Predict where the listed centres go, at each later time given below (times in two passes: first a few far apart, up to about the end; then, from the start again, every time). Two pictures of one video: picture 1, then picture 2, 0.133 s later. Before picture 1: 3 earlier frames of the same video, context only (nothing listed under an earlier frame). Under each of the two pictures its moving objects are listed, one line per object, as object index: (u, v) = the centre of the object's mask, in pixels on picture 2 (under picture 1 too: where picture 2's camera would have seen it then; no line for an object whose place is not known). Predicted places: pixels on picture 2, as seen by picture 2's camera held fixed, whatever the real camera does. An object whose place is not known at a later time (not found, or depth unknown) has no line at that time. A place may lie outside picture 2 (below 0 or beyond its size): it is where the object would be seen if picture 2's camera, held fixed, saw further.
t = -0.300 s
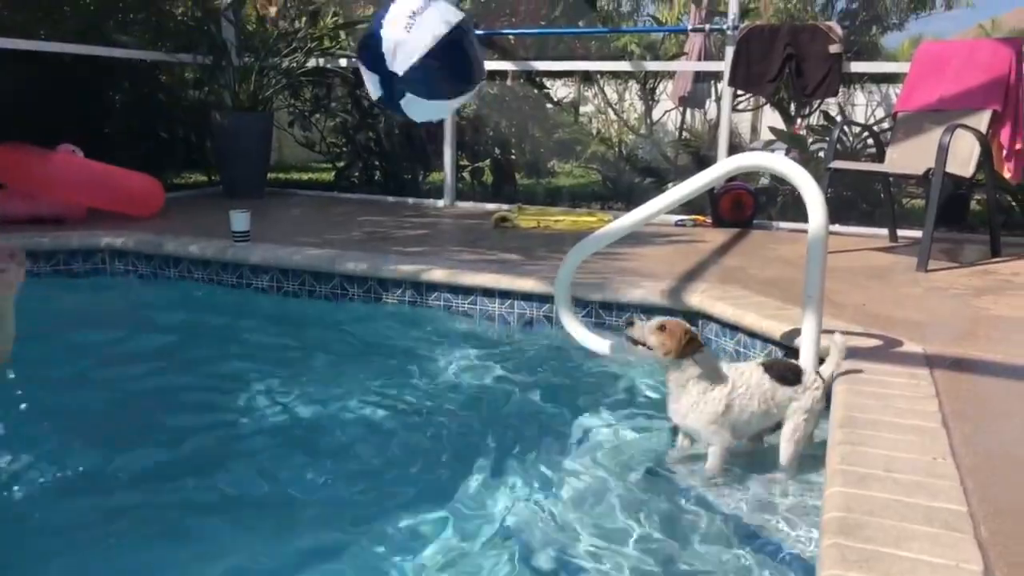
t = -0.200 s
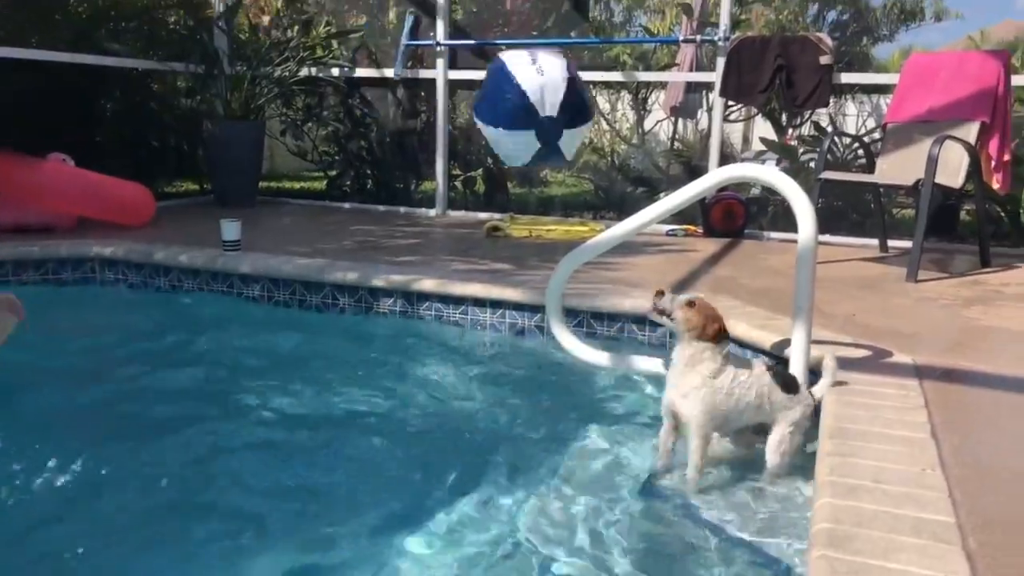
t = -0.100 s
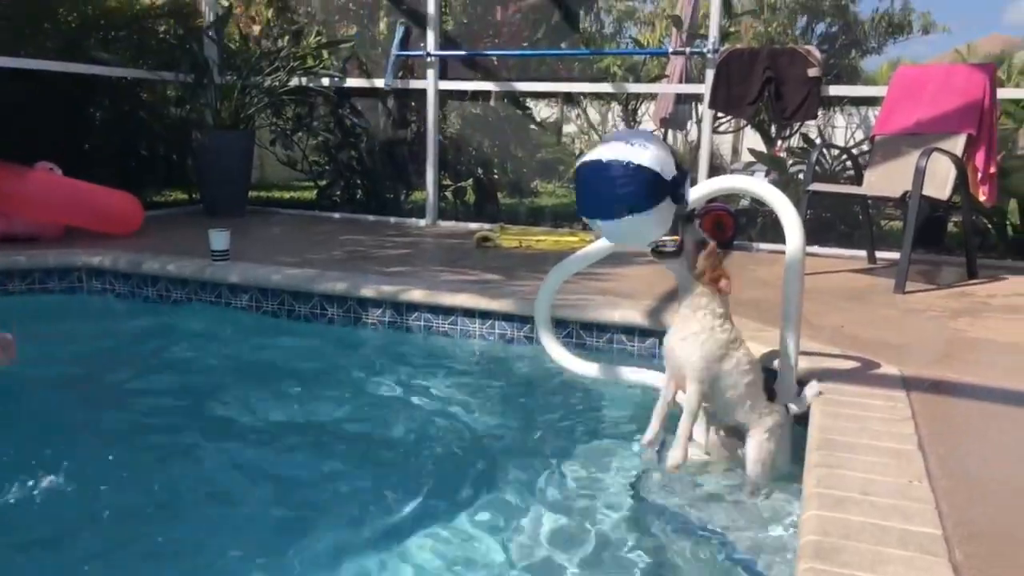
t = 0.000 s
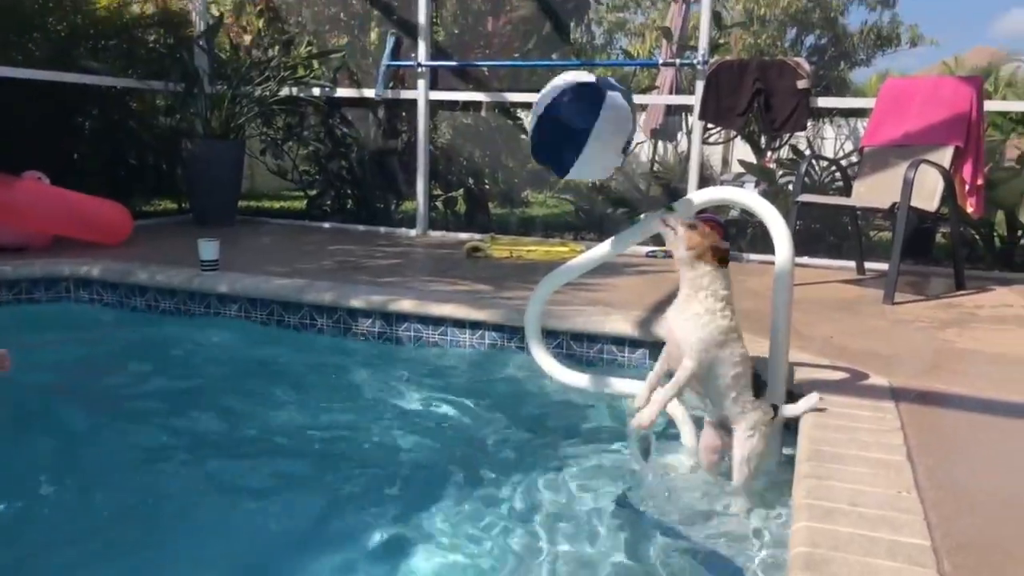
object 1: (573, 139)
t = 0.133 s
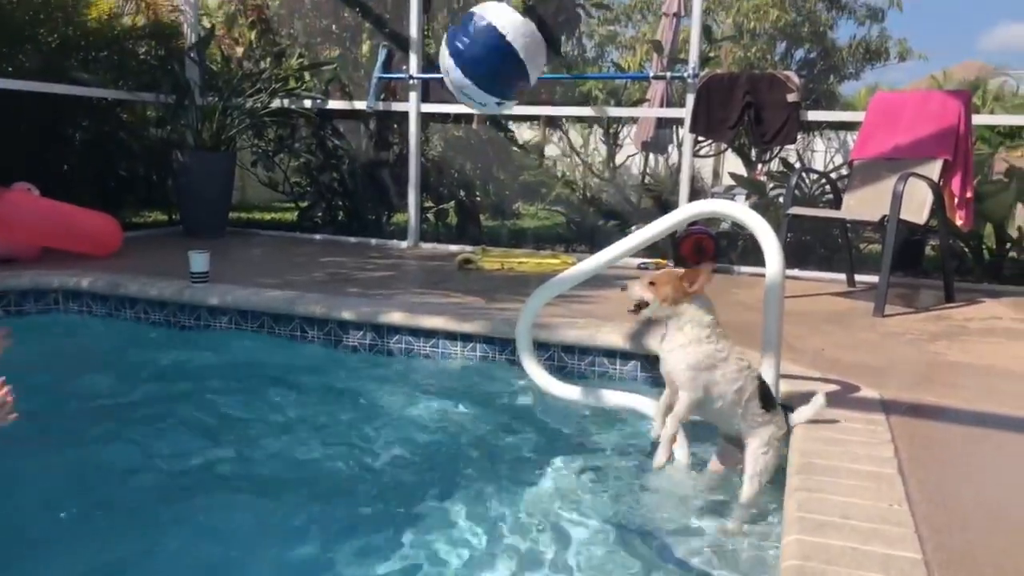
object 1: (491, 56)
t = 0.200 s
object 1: (457, 44)
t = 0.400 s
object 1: (380, 89)
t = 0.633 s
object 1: (326, 246)
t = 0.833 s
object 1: (307, 339)
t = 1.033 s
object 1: (300, 326)
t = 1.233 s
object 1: (291, 316)
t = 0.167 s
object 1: (474, 48)
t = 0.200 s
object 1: (457, 44)
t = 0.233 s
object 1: (442, 42)
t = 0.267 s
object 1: (426, 45)
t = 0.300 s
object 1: (413, 50)
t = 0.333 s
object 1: (401, 60)
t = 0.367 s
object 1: (390, 73)
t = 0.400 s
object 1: (380, 89)
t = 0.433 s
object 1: (370, 105)
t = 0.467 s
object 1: (361, 125)
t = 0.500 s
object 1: (354, 147)
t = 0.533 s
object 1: (346, 168)
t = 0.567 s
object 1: (338, 192)
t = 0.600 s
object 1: (331, 218)
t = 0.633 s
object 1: (326, 246)
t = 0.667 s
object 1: (319, 276)
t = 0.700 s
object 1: (316, 305)
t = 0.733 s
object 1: (312, 335)
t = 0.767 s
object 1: (311, 336)
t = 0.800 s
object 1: (308, 338)
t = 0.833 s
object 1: (307, 339)
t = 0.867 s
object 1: (306, 340)
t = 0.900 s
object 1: (306, 338)
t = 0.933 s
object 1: (305, 336)
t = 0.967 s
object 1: (303, 332)
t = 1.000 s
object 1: (302, 329)
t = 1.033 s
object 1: (300, 326)
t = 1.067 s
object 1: (298, 325)
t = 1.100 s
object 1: (297, 323)
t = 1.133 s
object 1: (296, 320)
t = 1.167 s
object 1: (294, 318)
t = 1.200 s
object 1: (293, 317)
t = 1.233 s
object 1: (291, 316)
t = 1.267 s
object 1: (290, 316)
